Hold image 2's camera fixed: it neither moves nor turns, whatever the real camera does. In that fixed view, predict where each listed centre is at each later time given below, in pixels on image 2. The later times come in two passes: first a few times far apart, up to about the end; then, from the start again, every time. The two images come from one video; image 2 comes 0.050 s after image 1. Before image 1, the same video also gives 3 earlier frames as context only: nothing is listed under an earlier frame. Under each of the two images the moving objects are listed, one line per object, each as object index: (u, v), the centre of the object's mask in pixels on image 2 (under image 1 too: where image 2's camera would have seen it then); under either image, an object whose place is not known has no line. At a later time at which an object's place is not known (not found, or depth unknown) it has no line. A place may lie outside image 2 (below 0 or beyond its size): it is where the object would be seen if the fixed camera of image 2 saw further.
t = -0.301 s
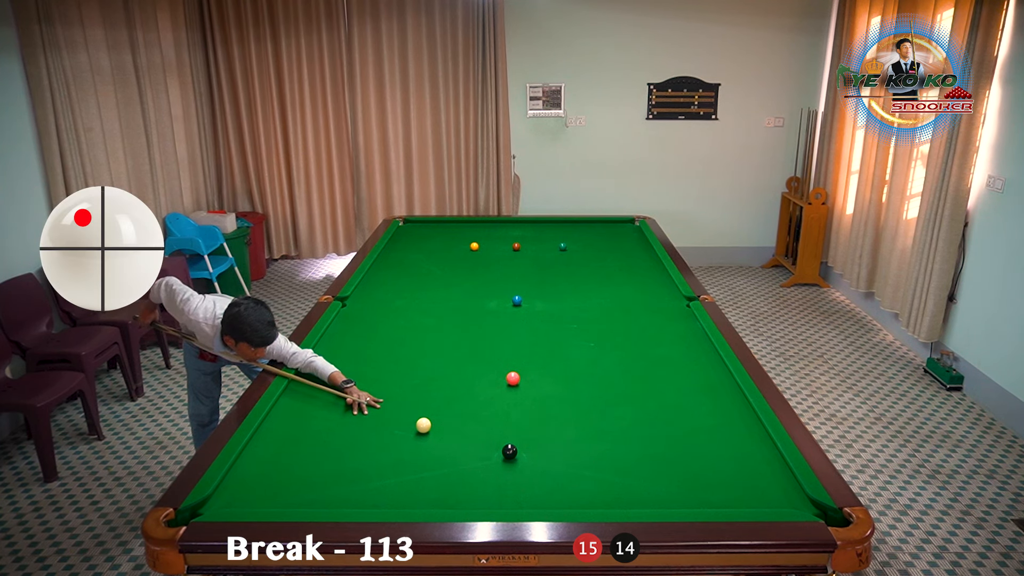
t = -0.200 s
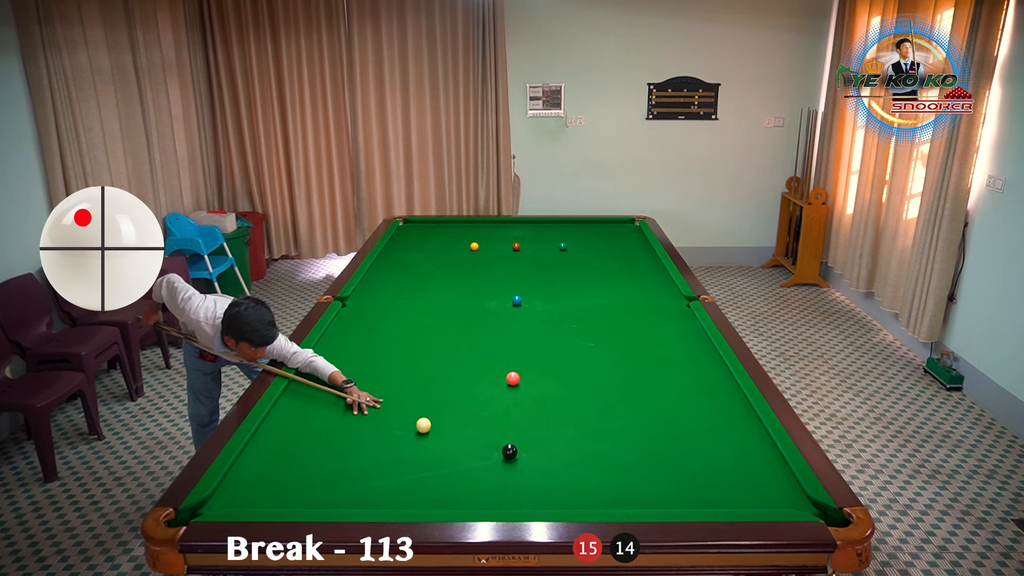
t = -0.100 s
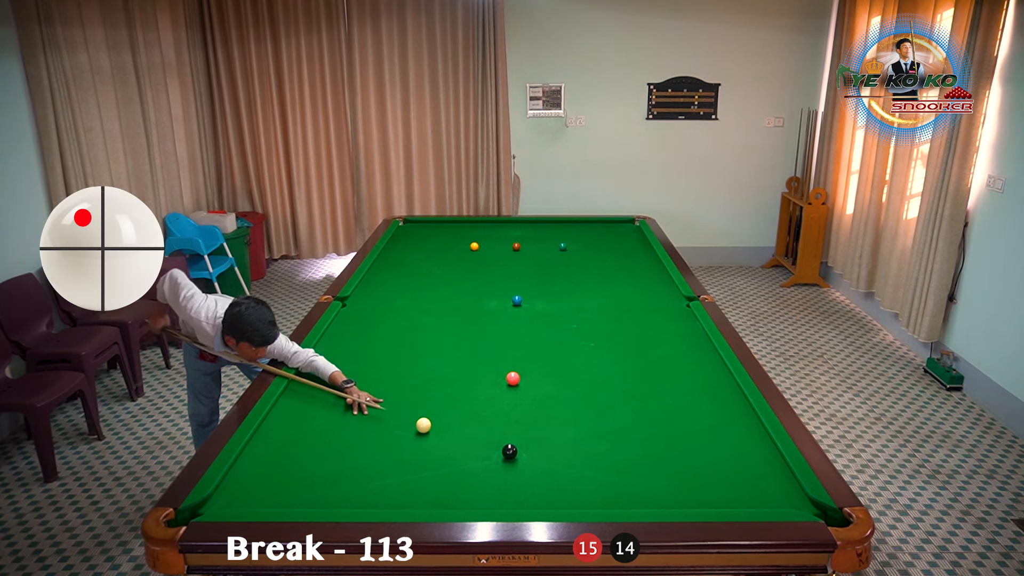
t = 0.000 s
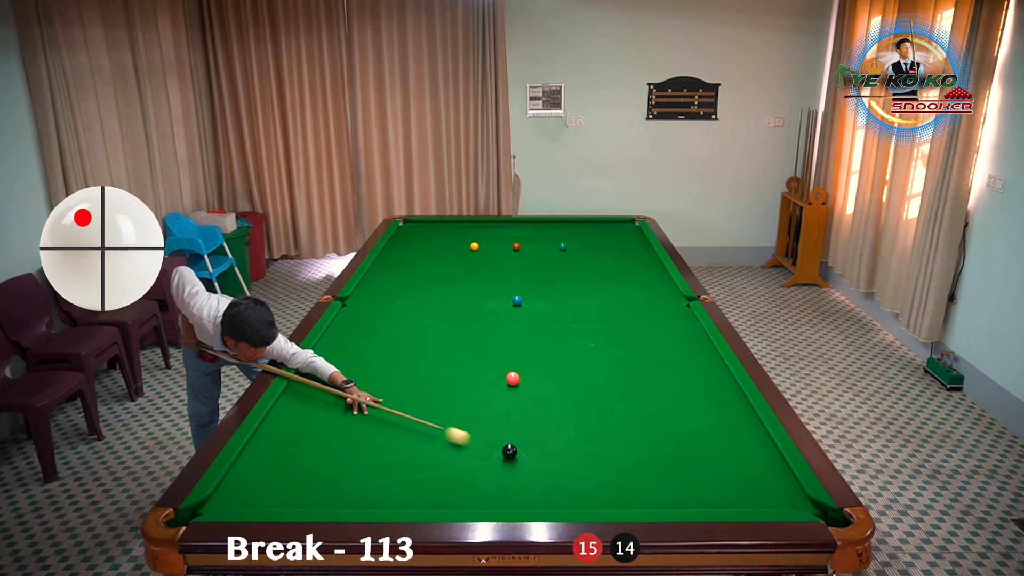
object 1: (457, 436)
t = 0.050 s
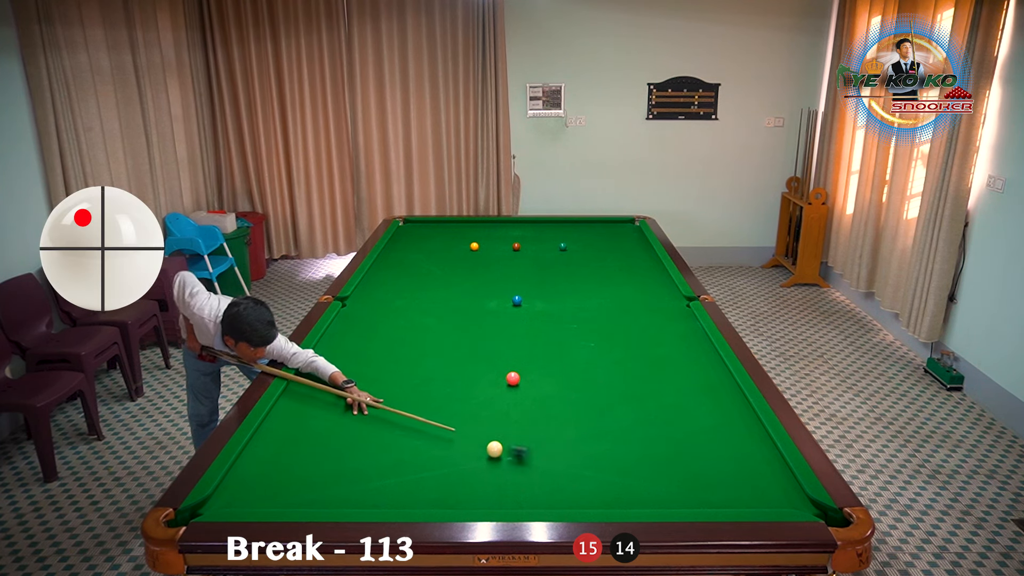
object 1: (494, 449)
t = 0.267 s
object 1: (500, 479)
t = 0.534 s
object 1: (549, 493)
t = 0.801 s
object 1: (592, 461)
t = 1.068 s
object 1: (629, 434)
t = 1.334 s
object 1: (660, 411)
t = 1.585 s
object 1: (685, 392)
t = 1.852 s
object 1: (708, 375)
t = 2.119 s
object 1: (710, 361)
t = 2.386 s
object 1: (686, 350)
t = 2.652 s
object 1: (664, 341)
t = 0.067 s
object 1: (494, 450)
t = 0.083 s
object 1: (493, 452)
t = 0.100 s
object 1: (493, 455)
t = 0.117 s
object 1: (493, 457)
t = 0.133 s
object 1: (493, 459)
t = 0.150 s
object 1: (493, 462)
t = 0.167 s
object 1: (493, 464)
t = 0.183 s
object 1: (494, 466)
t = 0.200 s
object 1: (494, 469)
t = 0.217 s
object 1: (495, 471)
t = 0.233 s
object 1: (496, 473)
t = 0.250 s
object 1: (498, 476)
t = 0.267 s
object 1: (500, 479)
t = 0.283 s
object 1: (501, 481)
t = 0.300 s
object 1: (504, 484)
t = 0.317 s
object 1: (506, 487)
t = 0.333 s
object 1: (509, 490)
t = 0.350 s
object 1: (512, 493)
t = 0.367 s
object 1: (515, 496)
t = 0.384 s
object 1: (518, 499)
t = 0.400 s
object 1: (522, 501)
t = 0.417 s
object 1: (526, 503)
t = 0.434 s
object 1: (530, 505)
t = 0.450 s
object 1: (534, 504)
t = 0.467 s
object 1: (537, 502)
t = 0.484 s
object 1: (540, 500)
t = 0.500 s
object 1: (543, 498)
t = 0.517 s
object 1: (546, 496)
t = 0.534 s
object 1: (549, 493)
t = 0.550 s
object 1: (552, 491)
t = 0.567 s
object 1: (554, 489)
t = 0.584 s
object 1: (557, 487)
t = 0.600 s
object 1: (560, 485)
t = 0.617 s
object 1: (563, 482)
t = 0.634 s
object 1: (566, 480)
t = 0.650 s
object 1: (569, 478)
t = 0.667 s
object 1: (571, 476)
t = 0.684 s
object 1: (574, 474)
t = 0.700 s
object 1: (577, 472)
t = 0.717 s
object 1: (579, 470)
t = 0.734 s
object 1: (582, 468)
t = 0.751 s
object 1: (584, 466)
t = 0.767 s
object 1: (587, 465)
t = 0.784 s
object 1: (590, 463)
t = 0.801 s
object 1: (592, 461)
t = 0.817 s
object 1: (594, 459)
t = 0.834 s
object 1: (597, 457)
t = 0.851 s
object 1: (599, 455)
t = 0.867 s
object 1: (602, 454)
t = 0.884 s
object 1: (604, 452)
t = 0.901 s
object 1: (606, 450)
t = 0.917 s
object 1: (609, 448)
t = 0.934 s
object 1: (611, 447)
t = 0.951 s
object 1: (613, 445)
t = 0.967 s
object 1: (616, 443)
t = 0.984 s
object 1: (618, 442)
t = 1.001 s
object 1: (620, 440)
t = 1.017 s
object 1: (622, 438)
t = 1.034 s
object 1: (624, 437)
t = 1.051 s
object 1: (627, 435)
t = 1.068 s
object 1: (629, 434)
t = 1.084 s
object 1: (631, 432)
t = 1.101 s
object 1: (633, 430)
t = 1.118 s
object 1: (635, 429)
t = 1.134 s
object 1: (637, 427)
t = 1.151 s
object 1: (639, 426)
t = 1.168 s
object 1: (641, 424)
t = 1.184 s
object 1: (643, 423)
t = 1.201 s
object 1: (645, 422)
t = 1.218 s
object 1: (647, 420)
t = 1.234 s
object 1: (649, 419)
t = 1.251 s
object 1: (650, 417)
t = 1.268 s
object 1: (652, 416)
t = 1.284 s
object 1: (654, 415)
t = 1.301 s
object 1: (656, 413)
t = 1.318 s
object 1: (658, 412)
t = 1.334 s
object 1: (660, 411)
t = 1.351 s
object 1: (661, 409)
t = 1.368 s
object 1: (663, 408)
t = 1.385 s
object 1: (665, 407)
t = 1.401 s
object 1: (667, 405)
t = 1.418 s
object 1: (669, 404)
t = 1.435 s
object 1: (670, 403)
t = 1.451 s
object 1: (672, 402)
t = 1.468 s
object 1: (673, 400)
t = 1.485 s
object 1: (675, 399)
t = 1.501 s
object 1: (677, 398)
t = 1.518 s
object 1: (678, 397)
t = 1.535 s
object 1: (680, 396)
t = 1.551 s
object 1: (682, 394)
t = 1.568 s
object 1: (683, 393)
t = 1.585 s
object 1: (685, 392)
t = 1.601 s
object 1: (686, 391)
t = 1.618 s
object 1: (688, 390)
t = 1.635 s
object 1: (689, 389)
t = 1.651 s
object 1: (691, 387)
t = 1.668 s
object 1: (692, 386)
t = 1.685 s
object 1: (694, 385)
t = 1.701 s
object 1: (695, 384)
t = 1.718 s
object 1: (697, 383)
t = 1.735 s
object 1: (698, 382)
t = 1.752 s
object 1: (700, 381)
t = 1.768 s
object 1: (701, 380)
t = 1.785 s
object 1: (702, 379)
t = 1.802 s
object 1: (704, 378)
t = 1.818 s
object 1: (705, 377)
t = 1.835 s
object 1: (707, 376)
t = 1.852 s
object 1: (708, 375)
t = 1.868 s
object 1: (709, 374)
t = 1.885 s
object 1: (711, 373)
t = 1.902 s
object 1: (712, 372)
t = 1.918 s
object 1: (713, 371)
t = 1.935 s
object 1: (715, 370)
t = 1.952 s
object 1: (716, 369)
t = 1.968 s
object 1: (717, 368)
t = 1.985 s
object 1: (718, 367)
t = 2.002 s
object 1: (720, 366)
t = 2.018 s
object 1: (720, 365)
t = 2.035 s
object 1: (718, 365)
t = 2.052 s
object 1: (716, 364)
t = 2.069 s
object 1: (715, 363)
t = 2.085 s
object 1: (713, 363)
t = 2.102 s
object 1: (711, 362)
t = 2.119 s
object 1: (710, 361)
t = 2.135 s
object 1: (708, 360)
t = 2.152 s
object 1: (707, 360)
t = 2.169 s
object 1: (705, 359)
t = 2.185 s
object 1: (703, 358)
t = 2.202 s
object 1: (702, 358)
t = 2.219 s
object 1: (700, 357)
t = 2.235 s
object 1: (699, 356)
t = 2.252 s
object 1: (697, 355)
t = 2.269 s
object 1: (696, 355)
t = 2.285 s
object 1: (694, 354)
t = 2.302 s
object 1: (693, 353)
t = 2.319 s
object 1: (691, 353)
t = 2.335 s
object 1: (690, 352)
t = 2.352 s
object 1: (689, 352)
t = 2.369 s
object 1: (687, 351)
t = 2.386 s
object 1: (686, 350)
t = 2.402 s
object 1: (684, 350)
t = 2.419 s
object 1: (683, 349)
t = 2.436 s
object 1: (681, 348)
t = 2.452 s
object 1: (680, 348)
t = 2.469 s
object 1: (679, 347)
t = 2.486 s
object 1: (677, 346)
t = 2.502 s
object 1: (676, 346)
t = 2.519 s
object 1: (675, 345)
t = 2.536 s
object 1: (673, 345)
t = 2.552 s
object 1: (672, 344)
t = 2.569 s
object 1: (671, 344)
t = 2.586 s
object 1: (669, 343)
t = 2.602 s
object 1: (668, 342)
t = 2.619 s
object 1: (667, 342)
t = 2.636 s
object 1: (665, 341)
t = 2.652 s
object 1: (664, 341)
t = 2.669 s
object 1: (663, 340)
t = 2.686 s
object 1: (662, 340)
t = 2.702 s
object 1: (661, 339)
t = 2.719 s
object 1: (659, 339)
